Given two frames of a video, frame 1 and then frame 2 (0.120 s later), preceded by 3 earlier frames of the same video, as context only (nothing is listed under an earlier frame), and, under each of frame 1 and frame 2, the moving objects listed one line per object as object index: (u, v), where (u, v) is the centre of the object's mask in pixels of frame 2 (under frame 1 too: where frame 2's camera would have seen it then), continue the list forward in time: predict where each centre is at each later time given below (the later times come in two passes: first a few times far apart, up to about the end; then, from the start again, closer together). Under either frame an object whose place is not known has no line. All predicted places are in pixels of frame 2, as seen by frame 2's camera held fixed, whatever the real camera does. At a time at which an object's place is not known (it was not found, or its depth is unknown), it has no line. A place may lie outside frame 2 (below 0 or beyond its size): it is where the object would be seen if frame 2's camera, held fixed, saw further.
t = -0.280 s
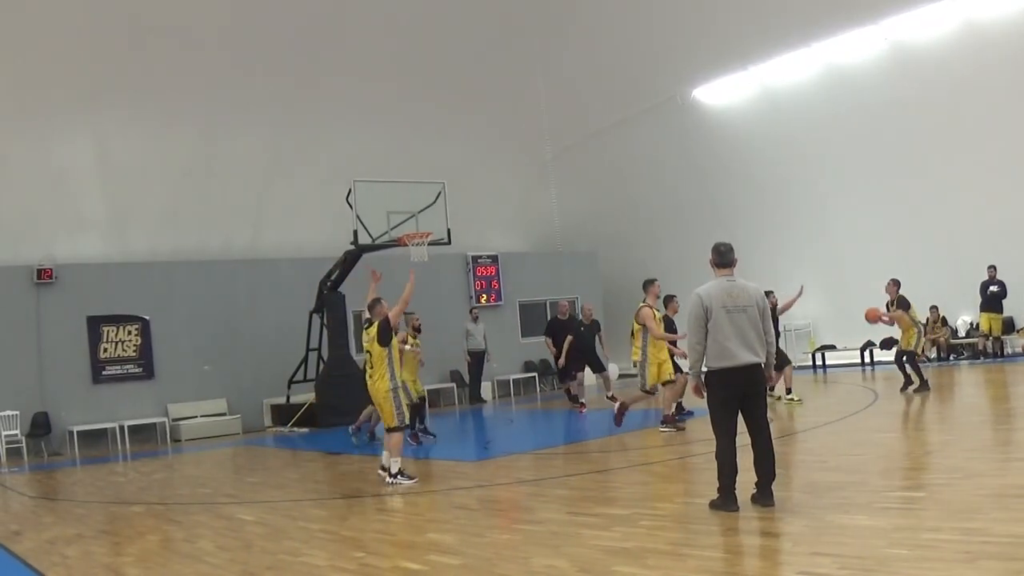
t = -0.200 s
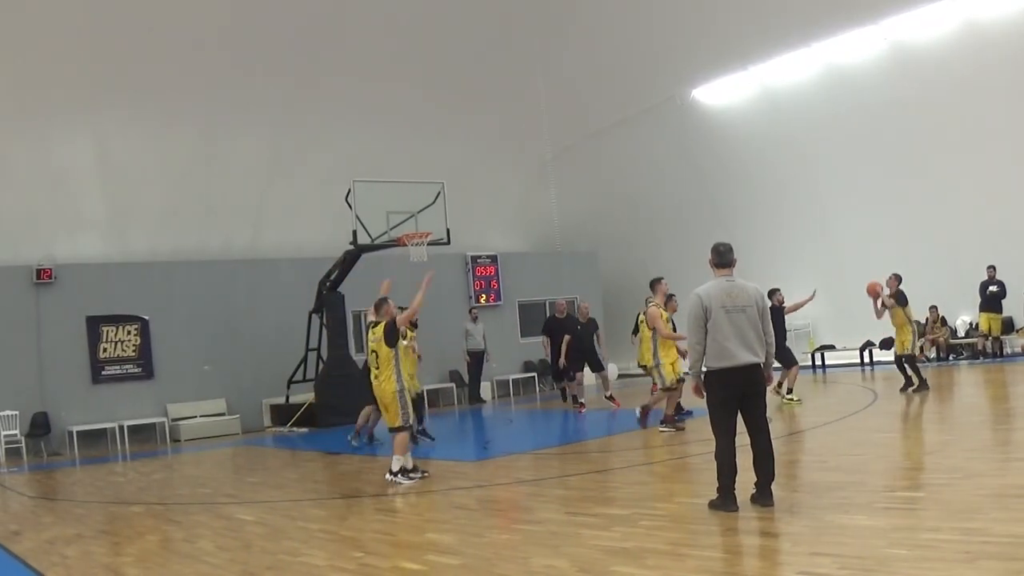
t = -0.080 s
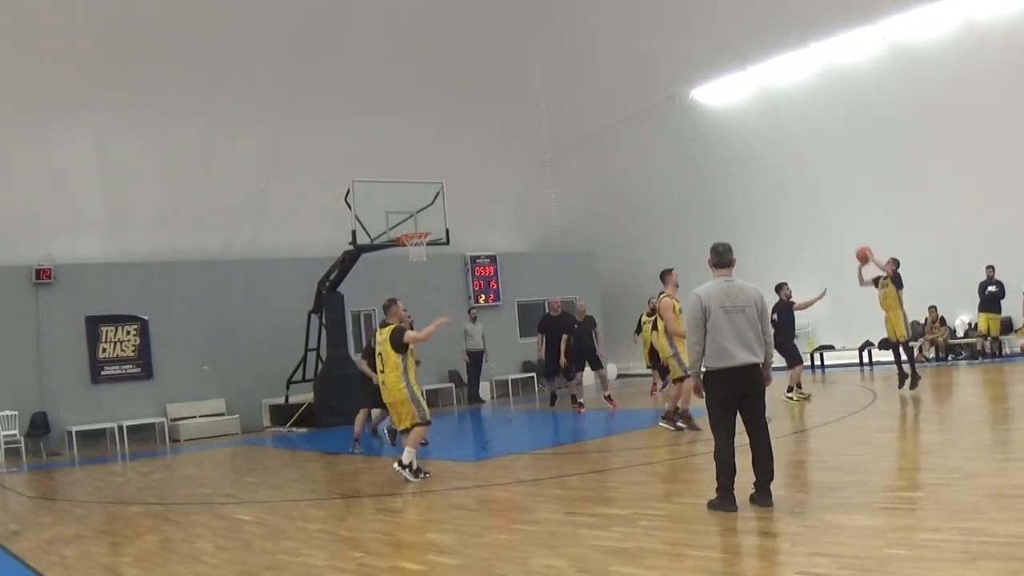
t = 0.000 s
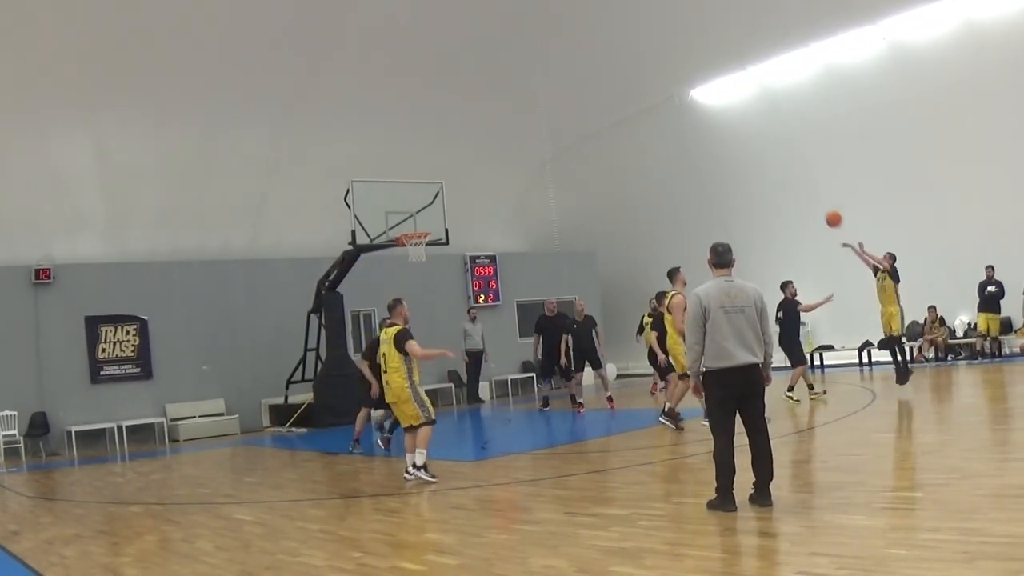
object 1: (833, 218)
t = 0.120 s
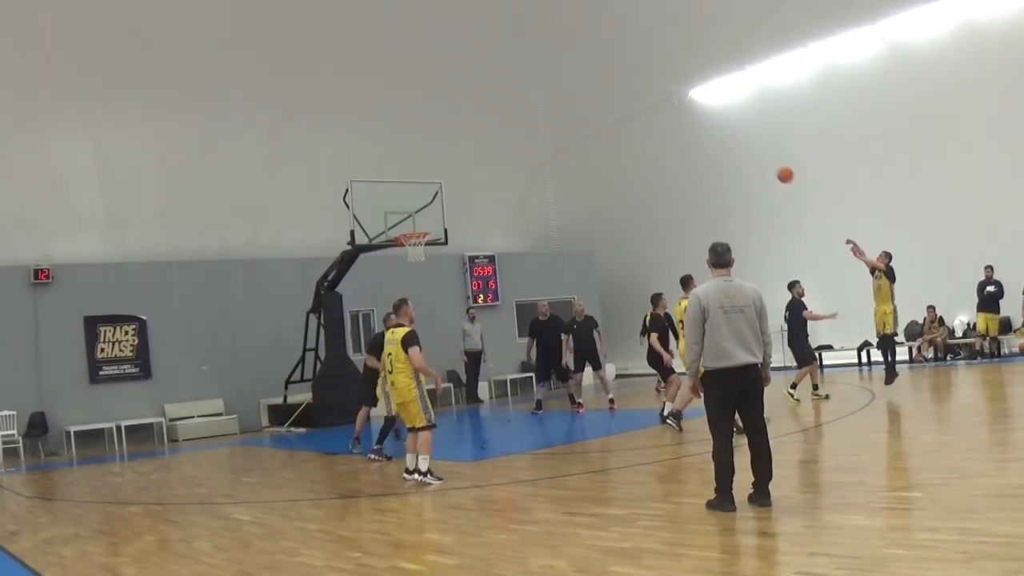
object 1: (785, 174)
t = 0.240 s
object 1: (739, 140)
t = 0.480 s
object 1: (653, 105)
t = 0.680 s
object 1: (589, 104)
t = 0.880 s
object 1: (530, 128)
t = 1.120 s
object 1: (469, 188)
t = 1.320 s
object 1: (443, 256)
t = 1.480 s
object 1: (451, 317)
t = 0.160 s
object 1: (769, 162)
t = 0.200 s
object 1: (754, 151)
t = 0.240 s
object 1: (739, 140)
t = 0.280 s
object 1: (724, 132)
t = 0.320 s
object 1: (709, 125)
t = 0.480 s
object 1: (653, 105)
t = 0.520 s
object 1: (640, 102)
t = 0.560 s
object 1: (626, 101)
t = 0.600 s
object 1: (613, 101)
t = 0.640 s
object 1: (601, 102)
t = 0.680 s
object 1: (589, 104)
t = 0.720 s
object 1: (577, 108)
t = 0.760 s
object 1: (565, 111)
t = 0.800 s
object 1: (553, 115)
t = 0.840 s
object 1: (542, 122)
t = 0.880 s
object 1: (530, 128)
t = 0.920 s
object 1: (519, 136)
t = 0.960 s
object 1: (509, 144)
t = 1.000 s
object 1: (499, 154)
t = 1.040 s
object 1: (489, 164)
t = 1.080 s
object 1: (479, 176)
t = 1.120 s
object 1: (469, 188)
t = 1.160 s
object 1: (460, 201)
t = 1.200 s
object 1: (451, 215)
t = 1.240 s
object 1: (442, 230)
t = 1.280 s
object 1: (441, 243)
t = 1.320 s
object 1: (443, 256)
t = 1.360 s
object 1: (445, 270)
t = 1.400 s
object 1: (447, 285)
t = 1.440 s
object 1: (449, 301)
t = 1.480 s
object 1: (451, 317)
